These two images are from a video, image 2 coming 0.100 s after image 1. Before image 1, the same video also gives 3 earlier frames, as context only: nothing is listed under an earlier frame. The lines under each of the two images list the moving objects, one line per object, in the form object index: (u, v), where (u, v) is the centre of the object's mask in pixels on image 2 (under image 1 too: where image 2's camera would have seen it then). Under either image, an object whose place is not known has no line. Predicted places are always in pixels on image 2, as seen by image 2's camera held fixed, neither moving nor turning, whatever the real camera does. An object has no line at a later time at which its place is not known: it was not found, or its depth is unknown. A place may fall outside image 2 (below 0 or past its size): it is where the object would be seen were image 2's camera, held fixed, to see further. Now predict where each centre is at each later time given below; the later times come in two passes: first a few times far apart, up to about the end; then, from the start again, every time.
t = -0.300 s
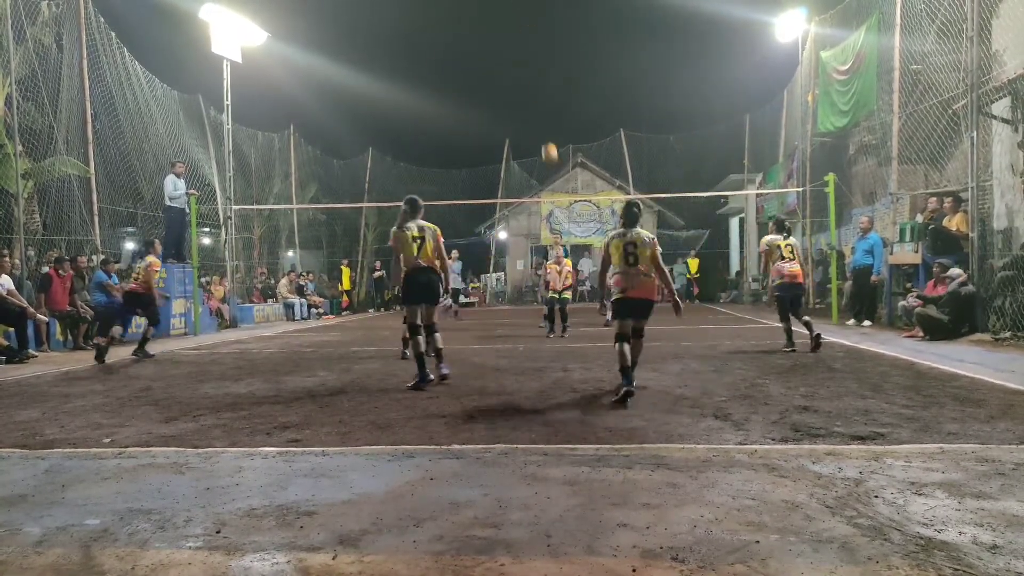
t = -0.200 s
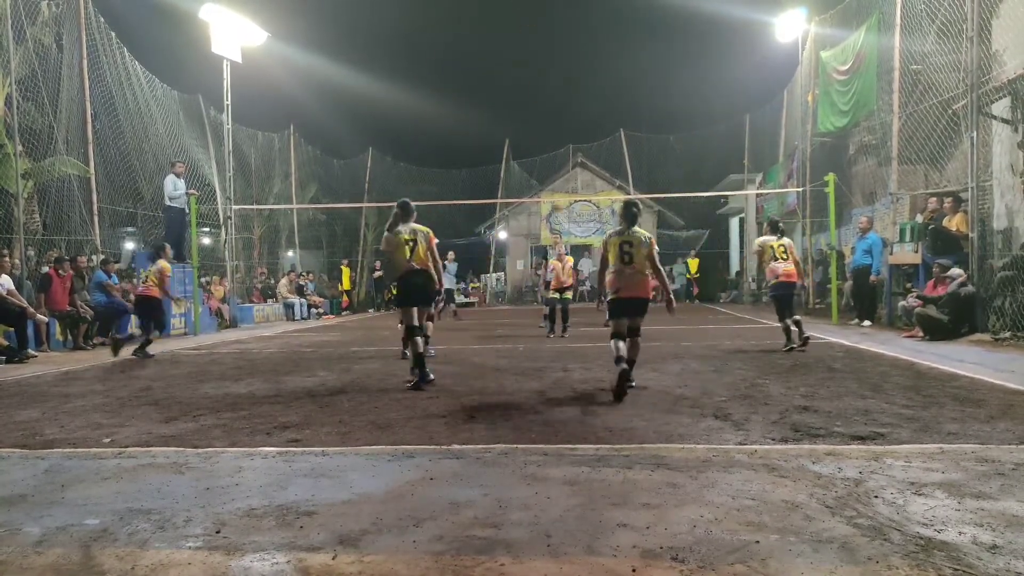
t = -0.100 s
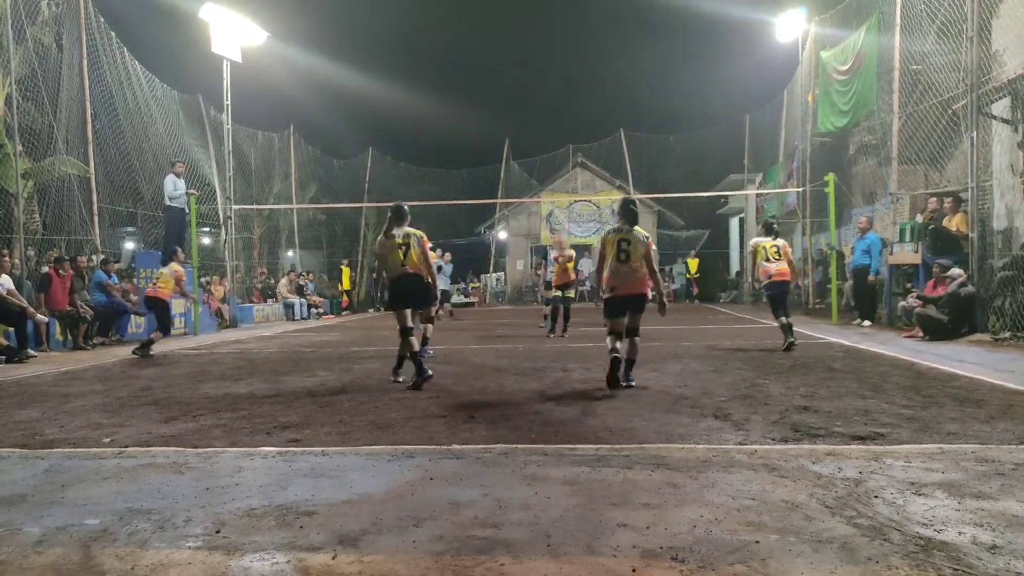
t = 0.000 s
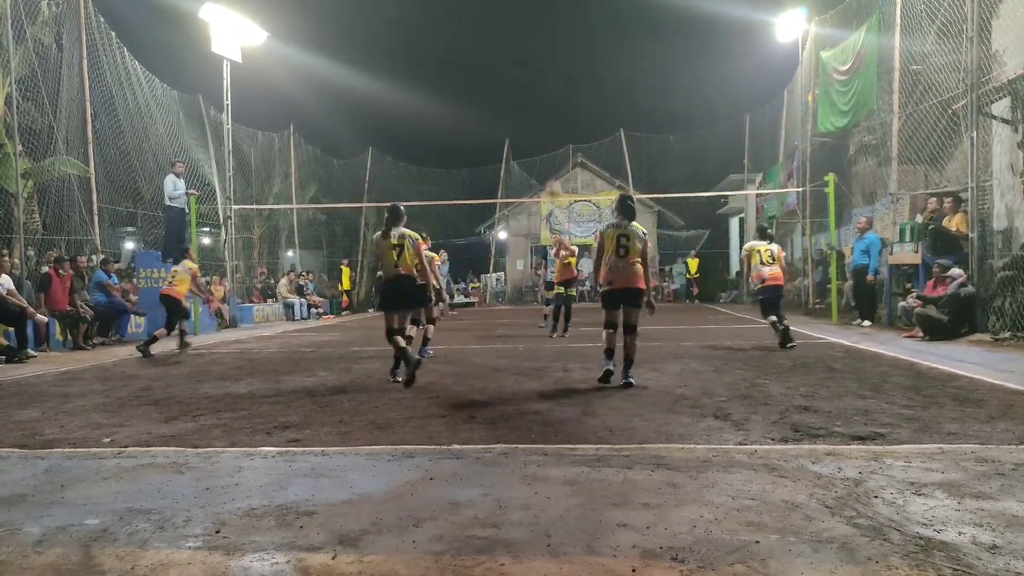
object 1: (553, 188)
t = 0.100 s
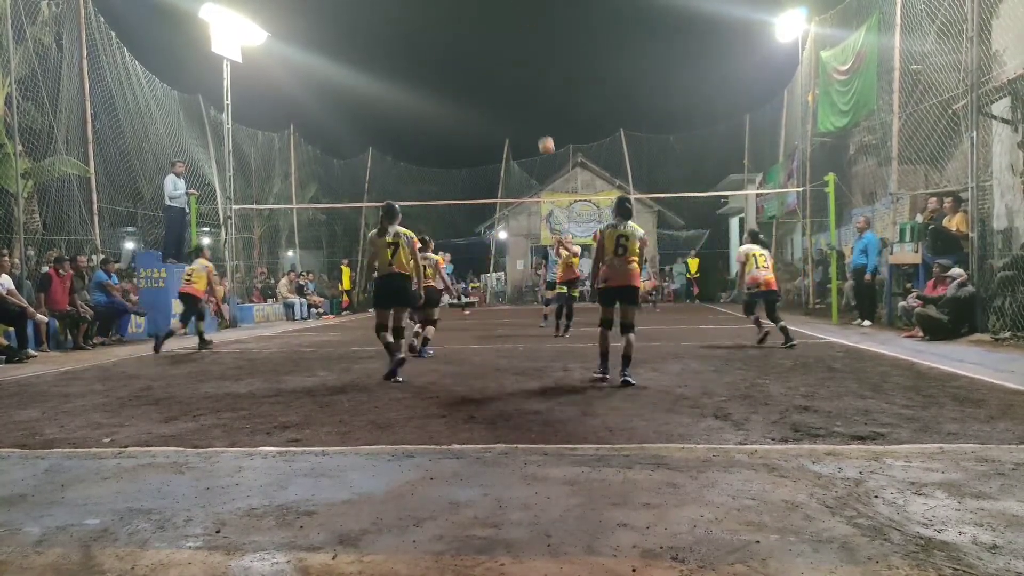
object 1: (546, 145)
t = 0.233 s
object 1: (537, 98)
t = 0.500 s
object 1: (520, 39)
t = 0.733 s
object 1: (506, 27)
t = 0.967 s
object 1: (493, 54)
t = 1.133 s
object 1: (484, 99)
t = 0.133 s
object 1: (544, 132)
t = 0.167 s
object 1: (542, 120)
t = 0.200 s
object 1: (540, 108)
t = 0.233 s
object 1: (537, 98)
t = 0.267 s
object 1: (535, 88)
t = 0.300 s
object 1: (533, 78)
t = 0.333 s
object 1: (530, 70)
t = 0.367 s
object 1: (528, 62)
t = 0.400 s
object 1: (526, 55)
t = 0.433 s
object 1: (524, 49)
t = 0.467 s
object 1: (522, 43)
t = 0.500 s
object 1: (520, 39)
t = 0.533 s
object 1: (518, 34)
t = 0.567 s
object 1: (516, 31)
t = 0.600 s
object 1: (514, 29)
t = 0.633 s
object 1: (512, 27)
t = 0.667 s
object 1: (510, 26)
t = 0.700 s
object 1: (508, 26)
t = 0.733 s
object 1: (506, 27)
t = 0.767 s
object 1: (504, 28)
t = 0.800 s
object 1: (502, 31)
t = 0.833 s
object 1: (500, 34)
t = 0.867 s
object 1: (498, 38)
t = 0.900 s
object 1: (496, 42)
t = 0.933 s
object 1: (495, 48)
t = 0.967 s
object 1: (493, 54)
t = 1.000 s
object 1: (491, 62)
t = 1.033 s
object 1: (489, 70)
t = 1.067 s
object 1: (487, 78)
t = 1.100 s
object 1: (486, 88)
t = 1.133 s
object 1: (484, 99)
